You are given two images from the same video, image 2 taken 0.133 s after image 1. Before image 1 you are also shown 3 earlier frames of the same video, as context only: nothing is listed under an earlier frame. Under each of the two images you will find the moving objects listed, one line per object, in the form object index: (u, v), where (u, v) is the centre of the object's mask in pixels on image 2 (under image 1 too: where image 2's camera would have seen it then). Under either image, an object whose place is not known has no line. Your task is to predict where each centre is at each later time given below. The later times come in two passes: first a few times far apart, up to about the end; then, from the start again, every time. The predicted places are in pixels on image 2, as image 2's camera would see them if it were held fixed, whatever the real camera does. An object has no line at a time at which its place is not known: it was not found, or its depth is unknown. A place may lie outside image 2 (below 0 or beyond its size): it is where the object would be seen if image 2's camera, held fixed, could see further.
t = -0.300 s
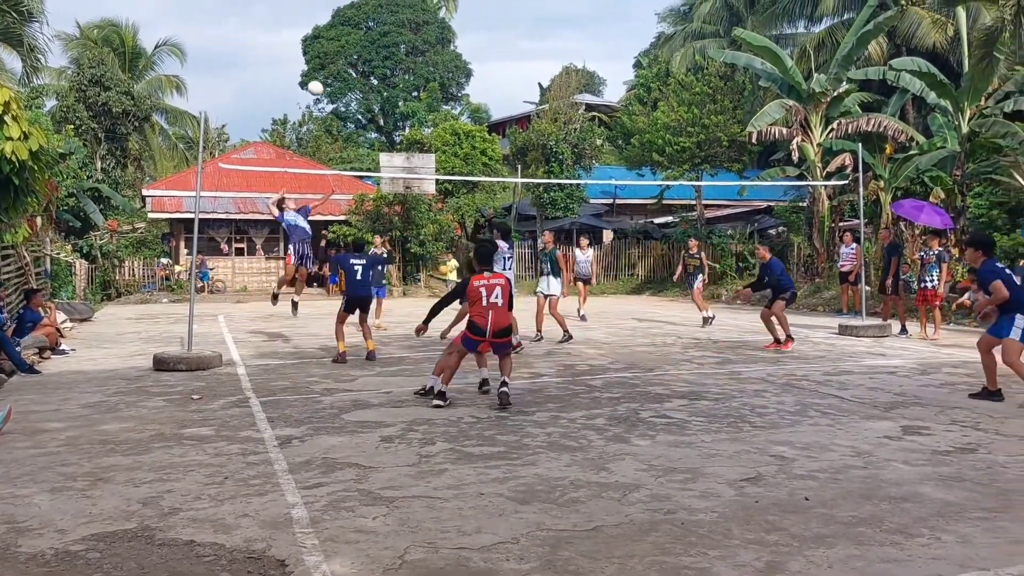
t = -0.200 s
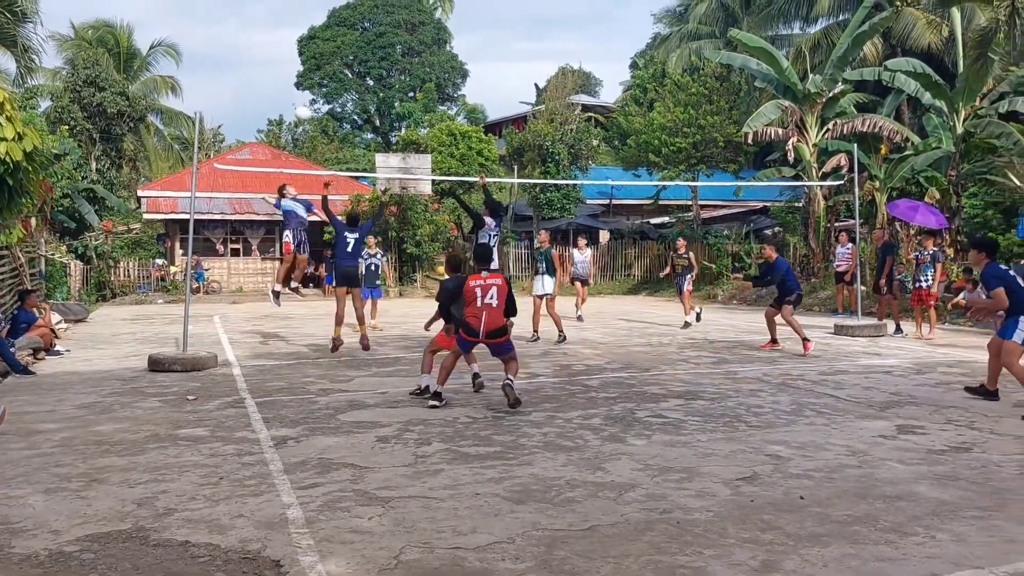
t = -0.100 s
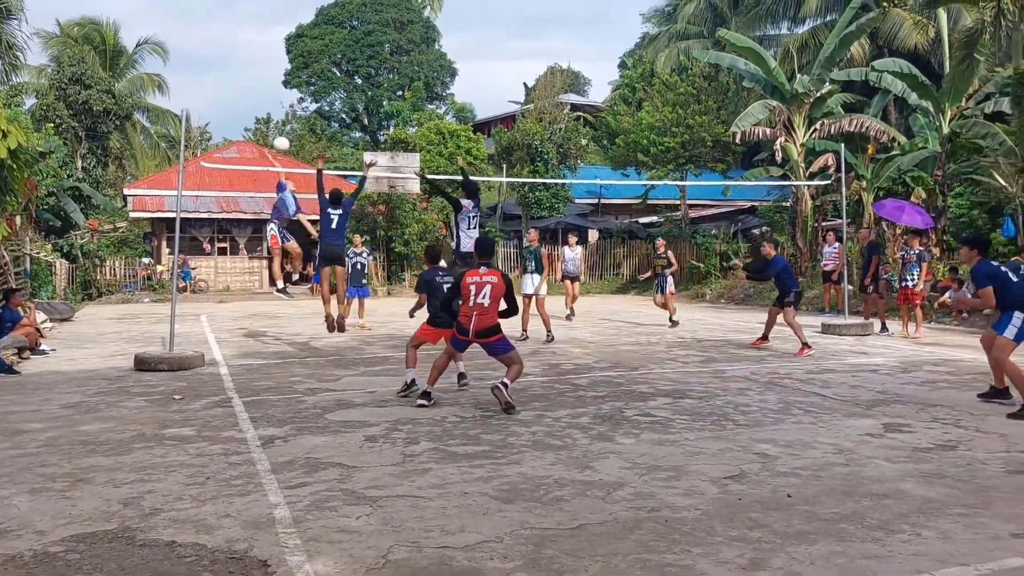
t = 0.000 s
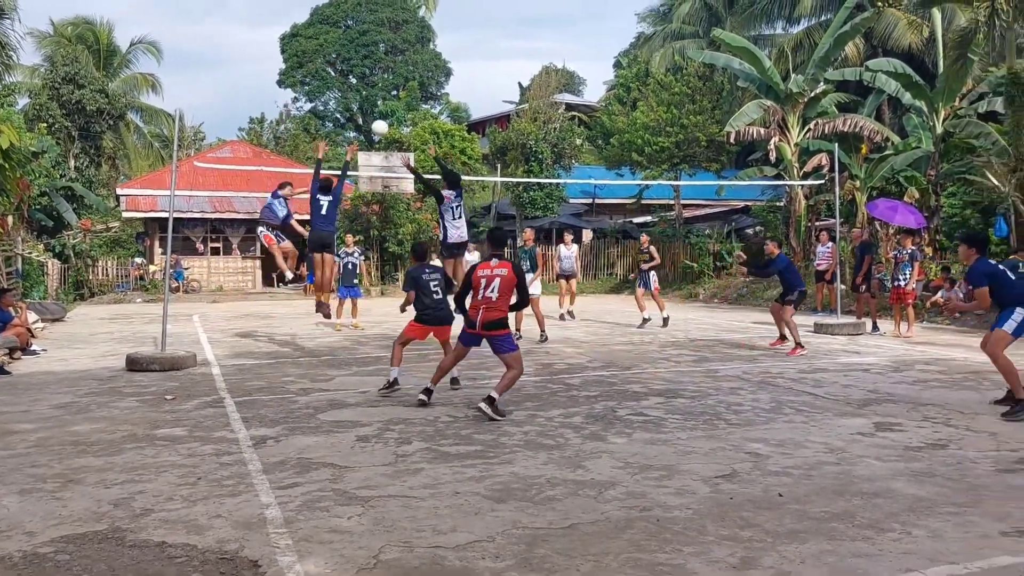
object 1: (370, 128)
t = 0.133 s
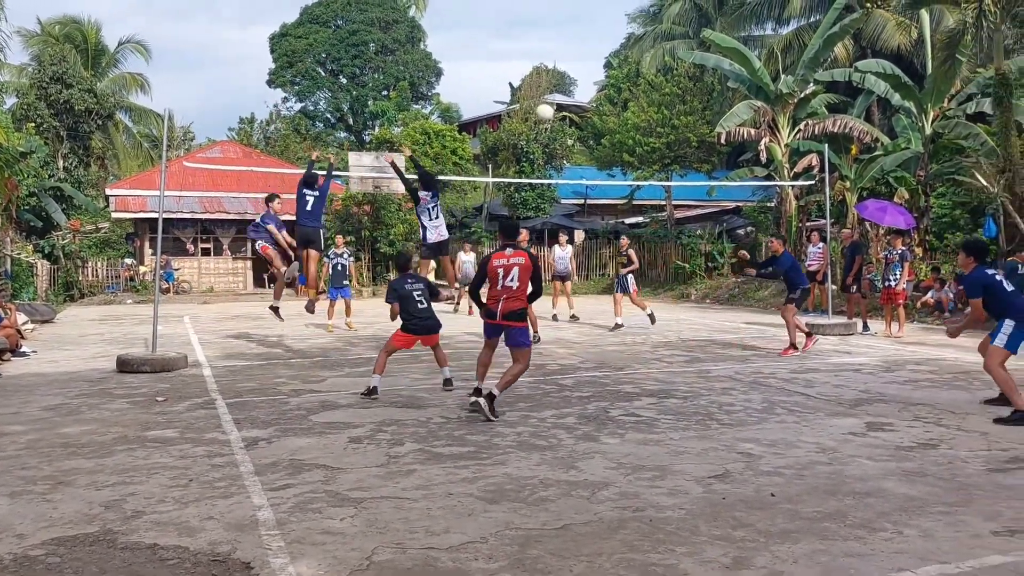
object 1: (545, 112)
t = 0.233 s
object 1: (688, 114)
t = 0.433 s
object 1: (1017, 164)
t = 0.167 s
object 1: (590, 112)
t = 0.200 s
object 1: (639, 112)
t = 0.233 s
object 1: (688, 114)
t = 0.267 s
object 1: (739, 117)
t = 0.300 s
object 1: (791, 123)
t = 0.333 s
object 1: (845, 131)
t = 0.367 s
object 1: (901, 140)
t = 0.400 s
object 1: (957, 150)
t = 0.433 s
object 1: (1017, 164)
